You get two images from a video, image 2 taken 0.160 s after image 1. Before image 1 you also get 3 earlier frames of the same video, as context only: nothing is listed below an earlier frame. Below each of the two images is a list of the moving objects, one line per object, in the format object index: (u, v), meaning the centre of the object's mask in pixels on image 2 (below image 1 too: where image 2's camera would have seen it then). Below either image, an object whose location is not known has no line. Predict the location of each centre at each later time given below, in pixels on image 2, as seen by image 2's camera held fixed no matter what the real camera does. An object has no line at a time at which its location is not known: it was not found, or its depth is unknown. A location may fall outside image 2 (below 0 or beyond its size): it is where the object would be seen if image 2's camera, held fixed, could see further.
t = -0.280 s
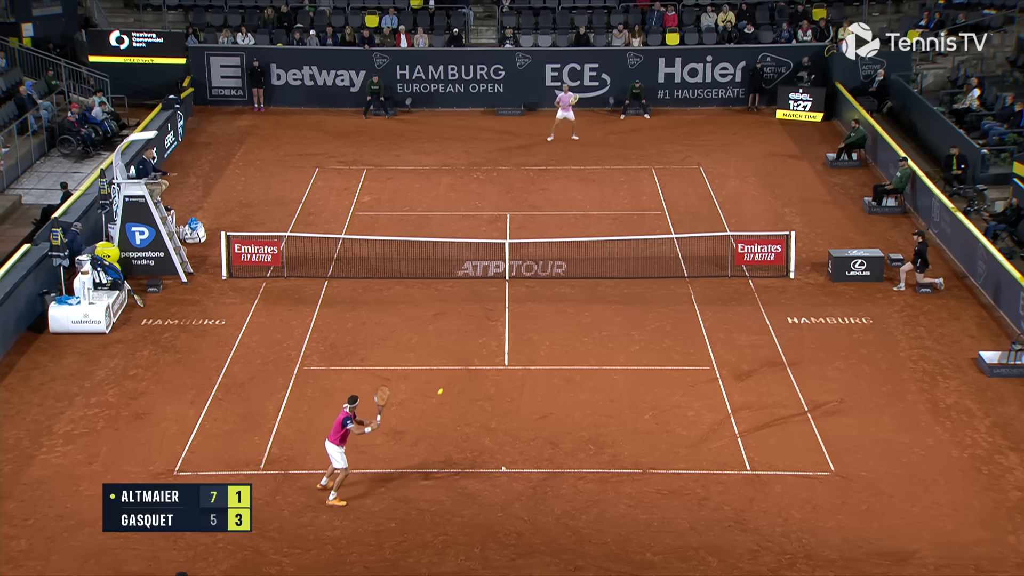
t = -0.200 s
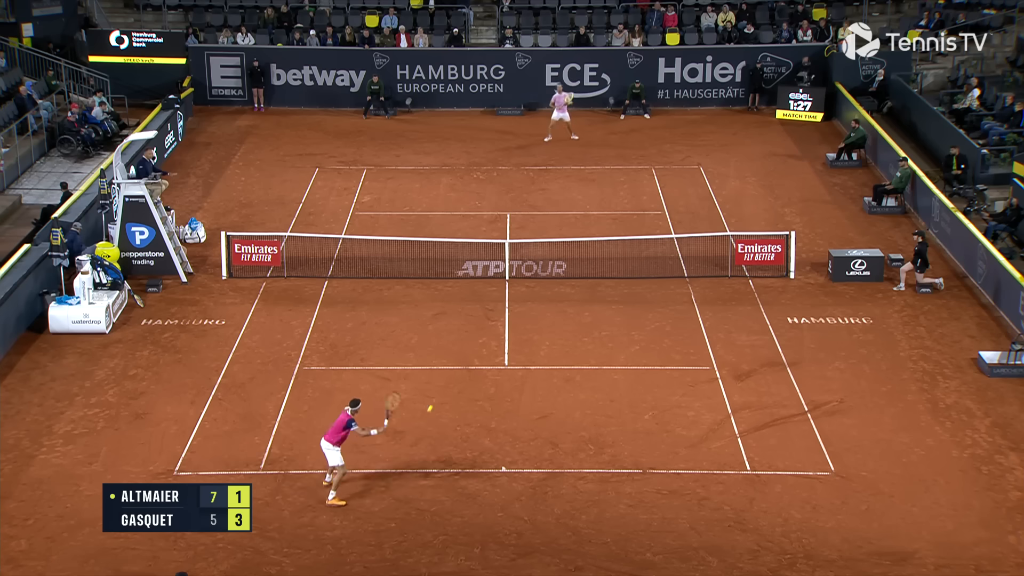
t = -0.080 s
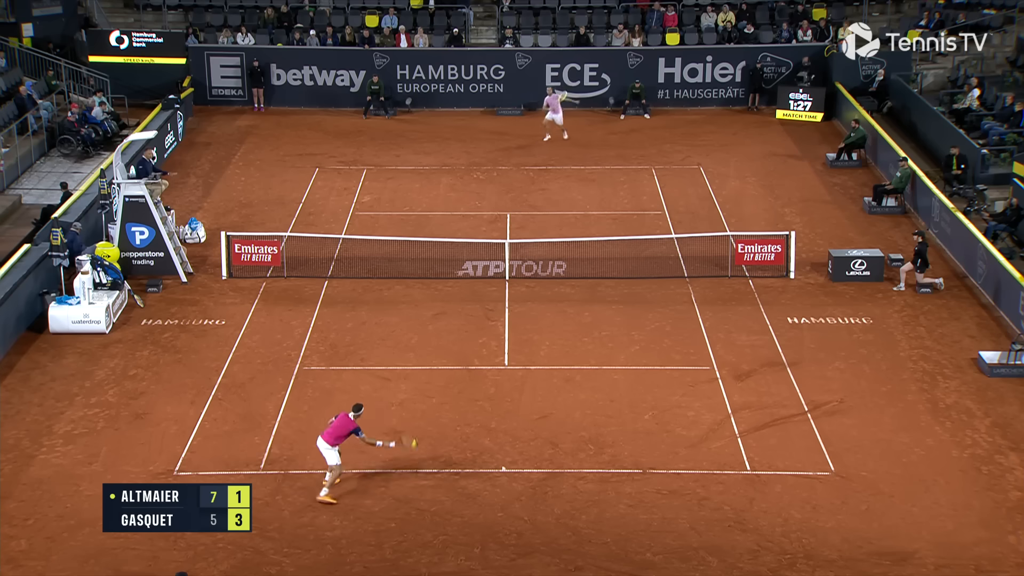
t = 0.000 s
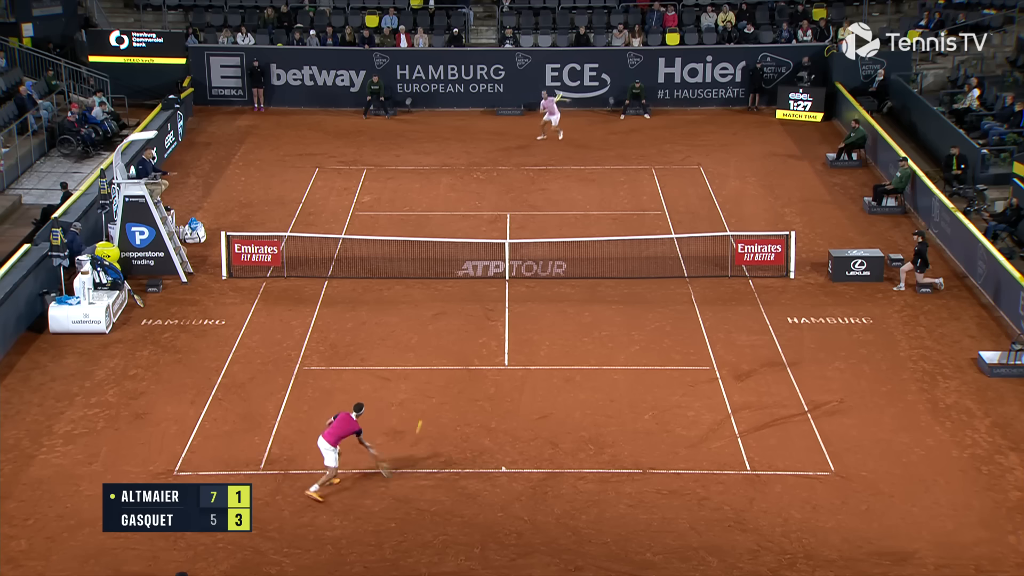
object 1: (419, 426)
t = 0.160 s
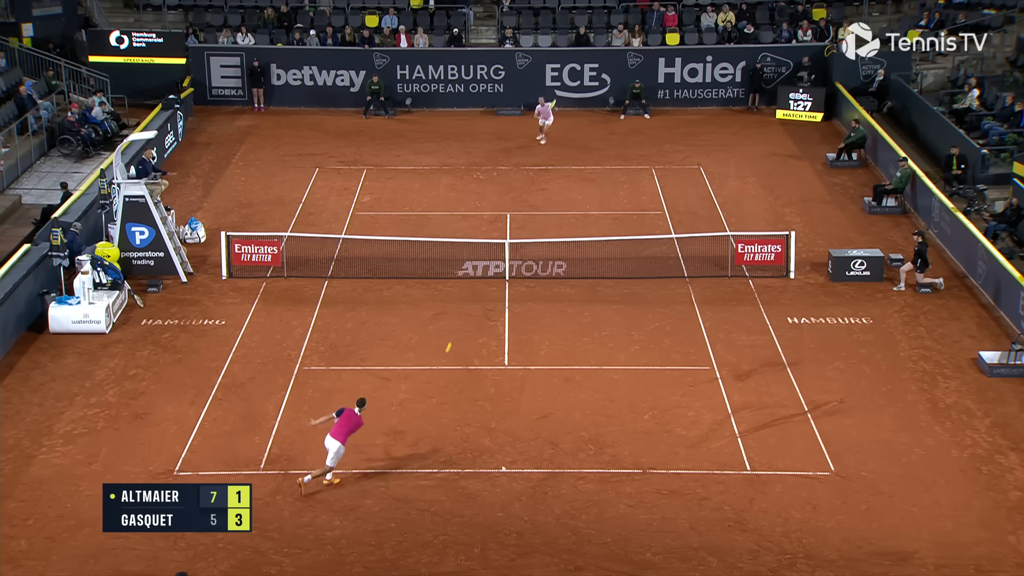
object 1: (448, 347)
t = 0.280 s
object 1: (468, 303)
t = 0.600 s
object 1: (513, 234)
